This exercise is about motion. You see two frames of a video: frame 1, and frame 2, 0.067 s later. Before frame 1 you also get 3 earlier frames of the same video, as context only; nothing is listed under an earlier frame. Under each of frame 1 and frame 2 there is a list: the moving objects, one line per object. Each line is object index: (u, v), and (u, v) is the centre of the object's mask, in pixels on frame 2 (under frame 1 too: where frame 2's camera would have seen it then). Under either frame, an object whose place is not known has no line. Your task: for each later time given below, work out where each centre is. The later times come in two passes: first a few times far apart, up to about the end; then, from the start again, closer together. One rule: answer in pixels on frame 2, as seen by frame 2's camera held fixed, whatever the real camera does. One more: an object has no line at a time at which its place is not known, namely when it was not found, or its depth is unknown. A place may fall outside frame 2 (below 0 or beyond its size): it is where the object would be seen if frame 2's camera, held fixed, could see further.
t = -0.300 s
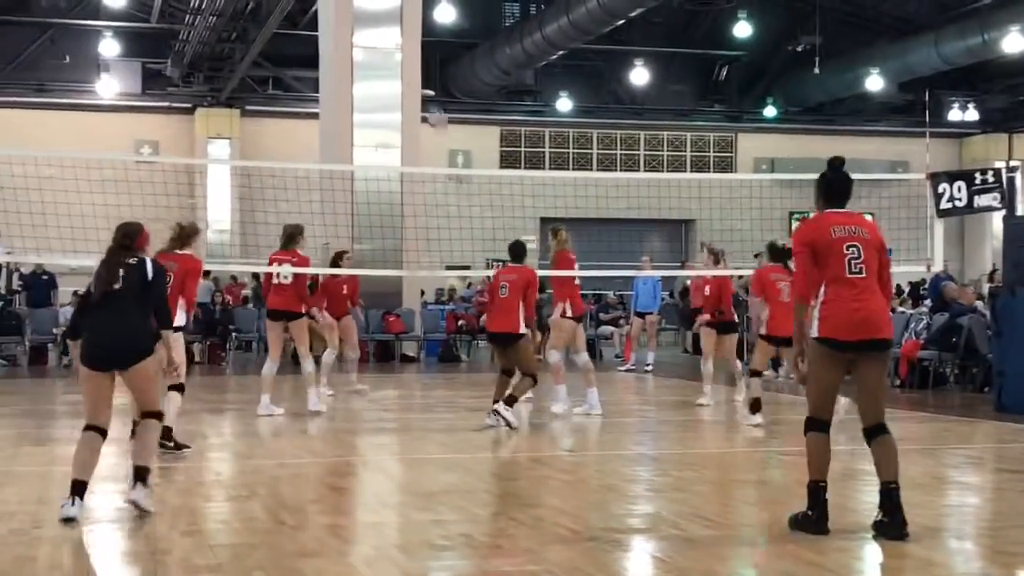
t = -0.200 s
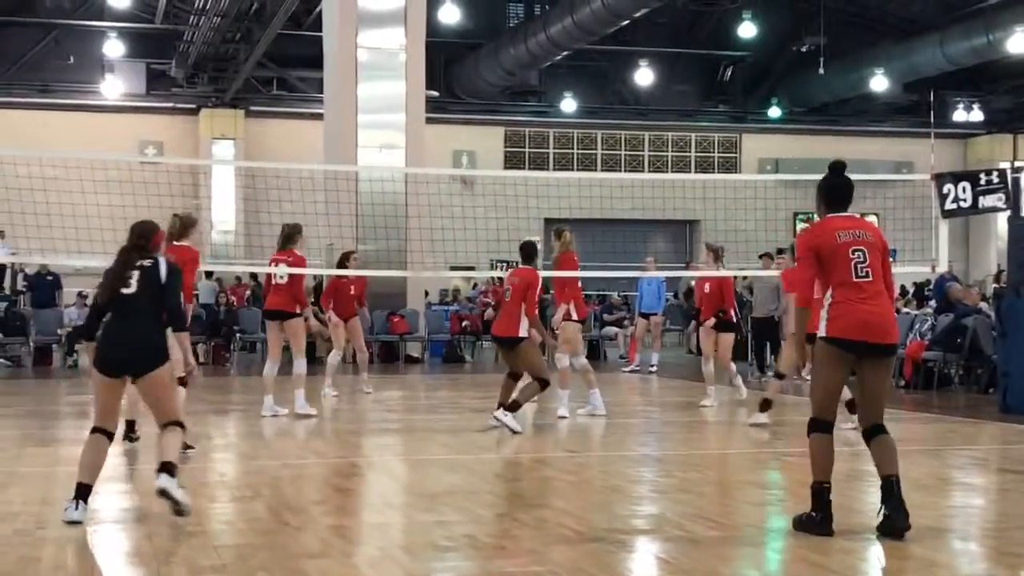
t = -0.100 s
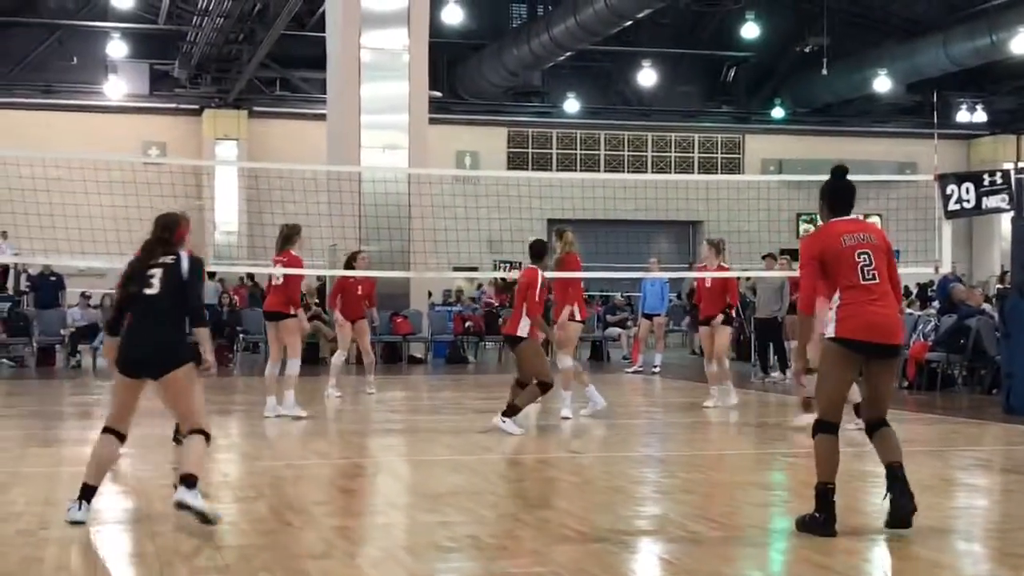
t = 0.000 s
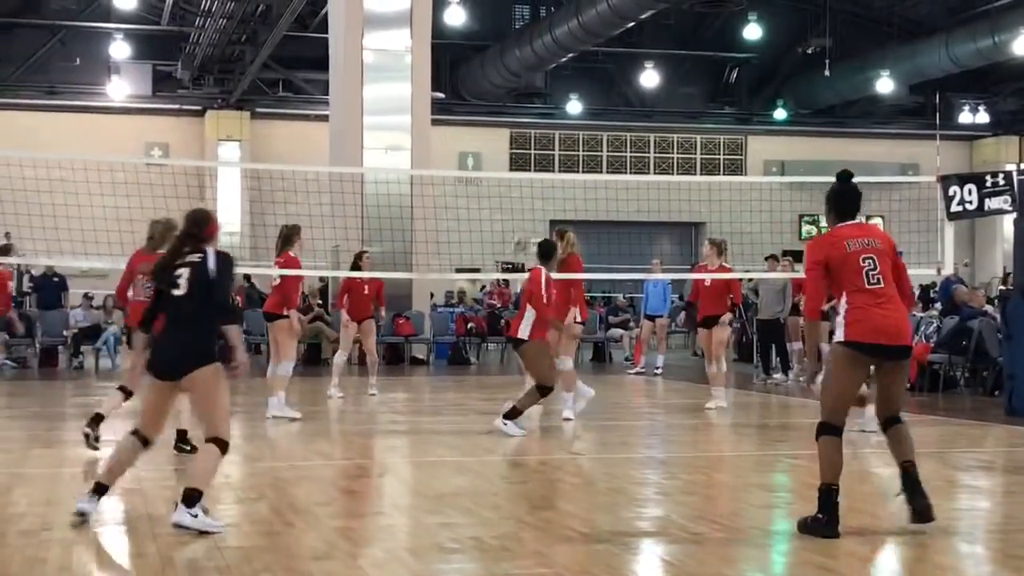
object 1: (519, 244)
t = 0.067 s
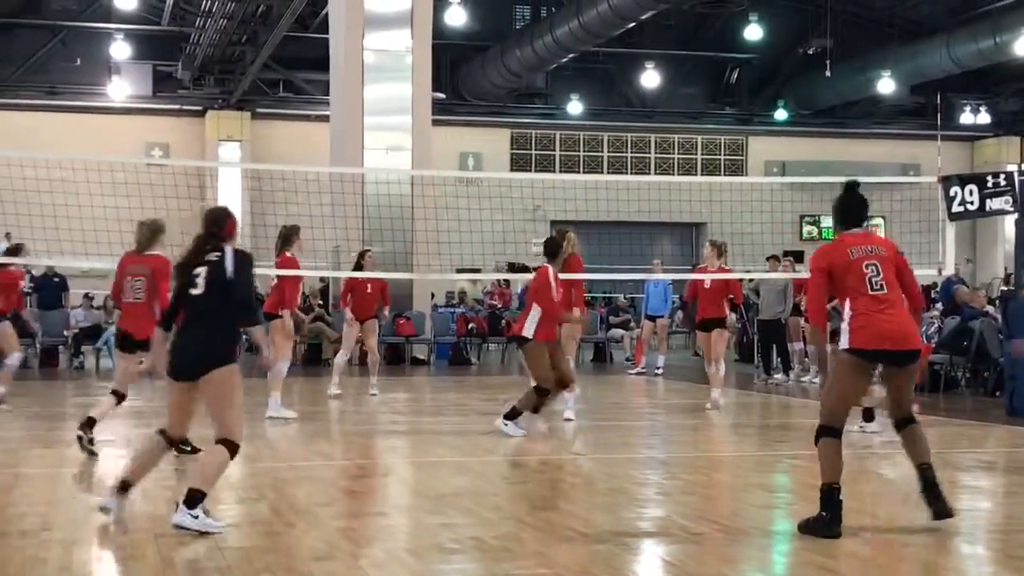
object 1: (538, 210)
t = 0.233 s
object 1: (573, 149)
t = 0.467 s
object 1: (635, 101)
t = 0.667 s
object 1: (693, 104)
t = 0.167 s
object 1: (560, 168)
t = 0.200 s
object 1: (567, 162)
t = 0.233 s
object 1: (573, 149)
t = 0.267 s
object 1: (583, 140)
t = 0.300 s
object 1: (591, 131)
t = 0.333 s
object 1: (600, 121)
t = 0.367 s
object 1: (609, 115)
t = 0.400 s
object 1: (617, 110)
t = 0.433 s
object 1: (626, 105)
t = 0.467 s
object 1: (635, 101)
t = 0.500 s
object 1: (644, 100)
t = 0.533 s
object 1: (653, 98)
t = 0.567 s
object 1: (662, 98)
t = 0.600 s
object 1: (672, 99)
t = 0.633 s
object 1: (683, 102)
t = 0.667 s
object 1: (693, 104)
